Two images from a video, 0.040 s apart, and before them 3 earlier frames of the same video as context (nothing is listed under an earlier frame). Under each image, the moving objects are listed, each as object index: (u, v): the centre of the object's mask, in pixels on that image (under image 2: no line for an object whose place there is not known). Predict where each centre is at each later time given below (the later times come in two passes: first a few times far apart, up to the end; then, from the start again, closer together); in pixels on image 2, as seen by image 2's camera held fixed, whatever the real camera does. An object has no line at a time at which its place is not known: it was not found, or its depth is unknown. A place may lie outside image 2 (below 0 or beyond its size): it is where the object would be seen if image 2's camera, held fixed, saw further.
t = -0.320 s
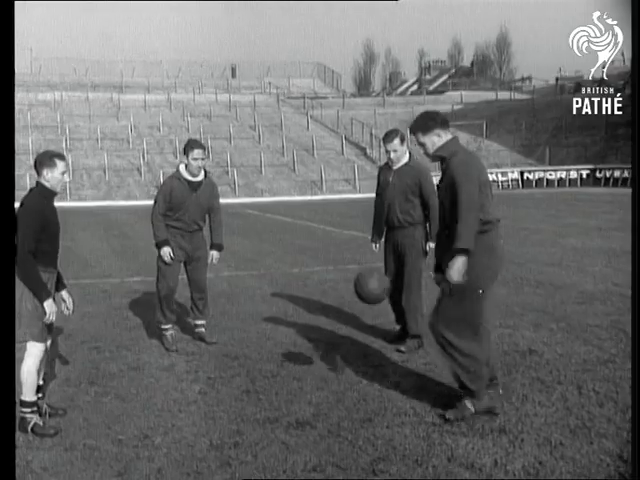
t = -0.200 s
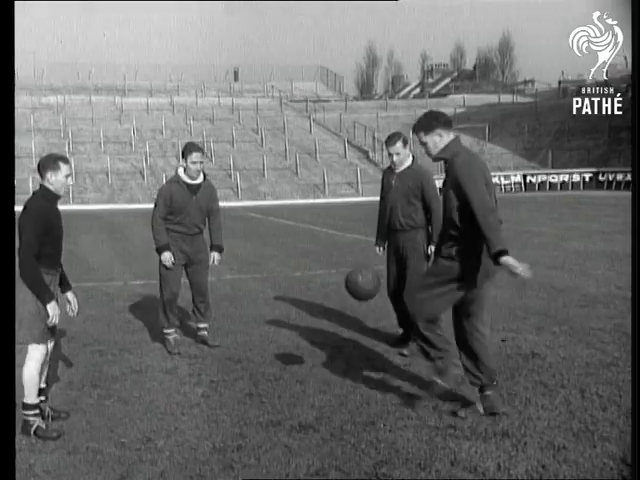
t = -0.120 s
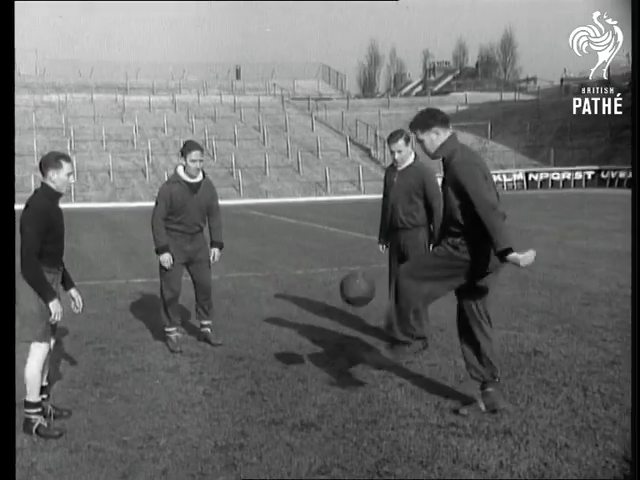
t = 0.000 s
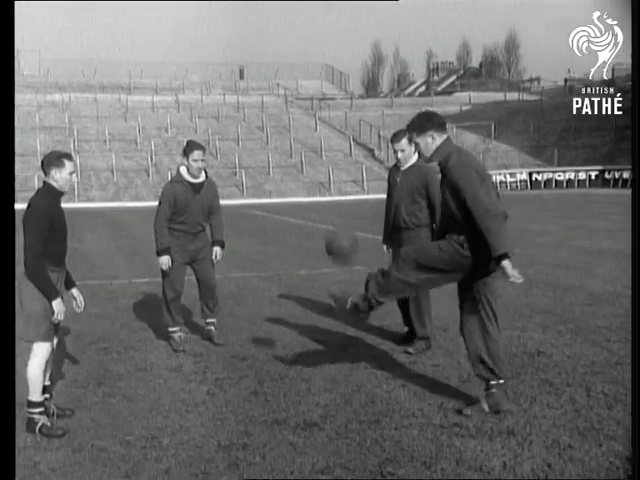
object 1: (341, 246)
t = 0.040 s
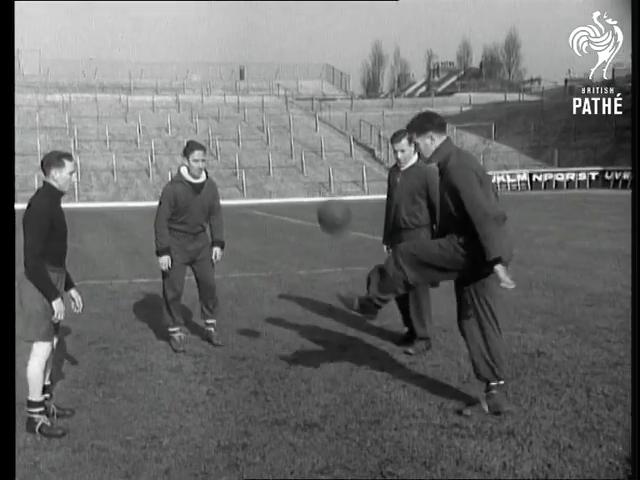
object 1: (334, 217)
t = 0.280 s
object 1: (292, 103)
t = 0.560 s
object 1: (252, 94)
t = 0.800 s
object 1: (225, 167)
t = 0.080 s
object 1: (326, 189)
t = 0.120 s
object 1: (318, 166)
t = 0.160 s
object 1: (312, 146)
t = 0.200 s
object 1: (305, 128)
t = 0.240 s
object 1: (299, 115)
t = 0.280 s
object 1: (292, 103)
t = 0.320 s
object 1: (285, 95)
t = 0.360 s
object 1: (279, 89)
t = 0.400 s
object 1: (273, 85)
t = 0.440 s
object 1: (268, 83)
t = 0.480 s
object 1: (263, 85)
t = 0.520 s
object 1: (257, 88)
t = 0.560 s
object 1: (252, 94)
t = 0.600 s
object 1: (247, 101)
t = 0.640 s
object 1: (242, 112)
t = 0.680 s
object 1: (237, 122)
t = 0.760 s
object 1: (229, 150)
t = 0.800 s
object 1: (225, 167)
